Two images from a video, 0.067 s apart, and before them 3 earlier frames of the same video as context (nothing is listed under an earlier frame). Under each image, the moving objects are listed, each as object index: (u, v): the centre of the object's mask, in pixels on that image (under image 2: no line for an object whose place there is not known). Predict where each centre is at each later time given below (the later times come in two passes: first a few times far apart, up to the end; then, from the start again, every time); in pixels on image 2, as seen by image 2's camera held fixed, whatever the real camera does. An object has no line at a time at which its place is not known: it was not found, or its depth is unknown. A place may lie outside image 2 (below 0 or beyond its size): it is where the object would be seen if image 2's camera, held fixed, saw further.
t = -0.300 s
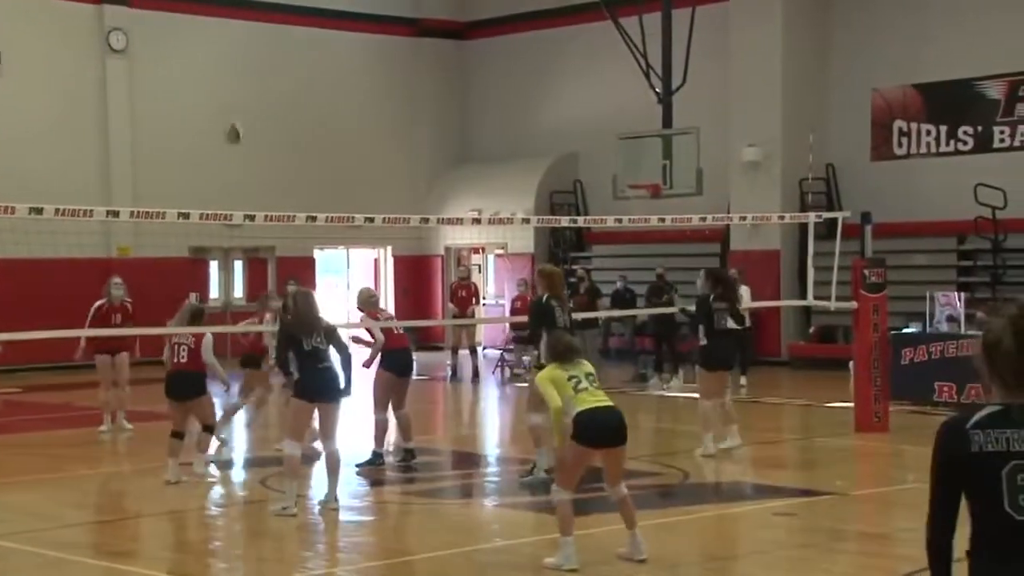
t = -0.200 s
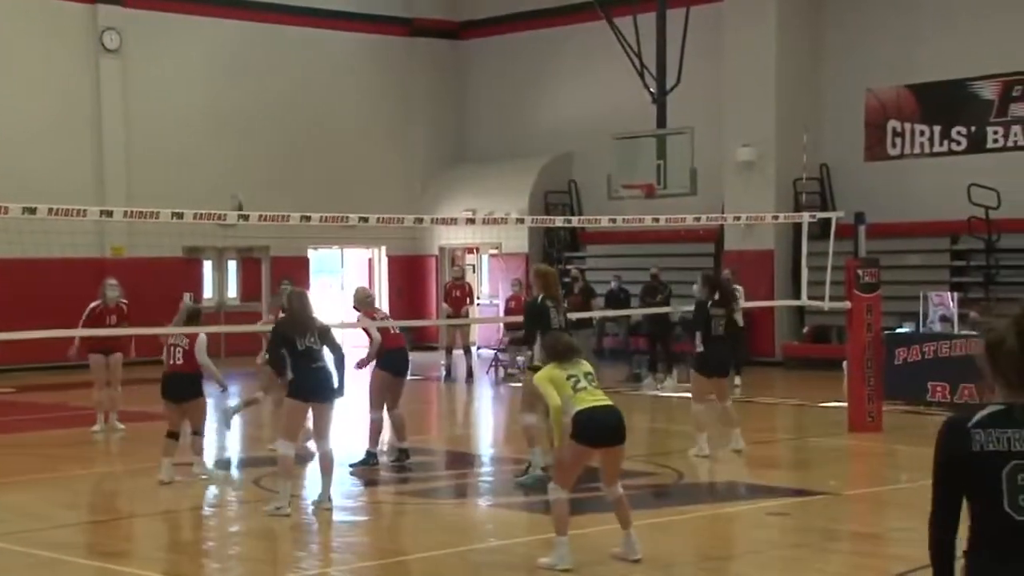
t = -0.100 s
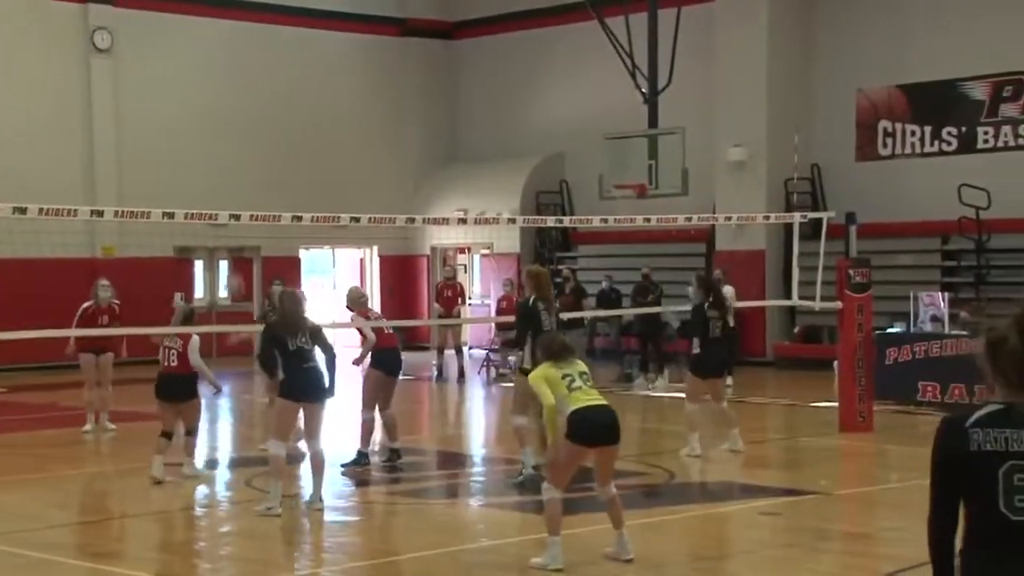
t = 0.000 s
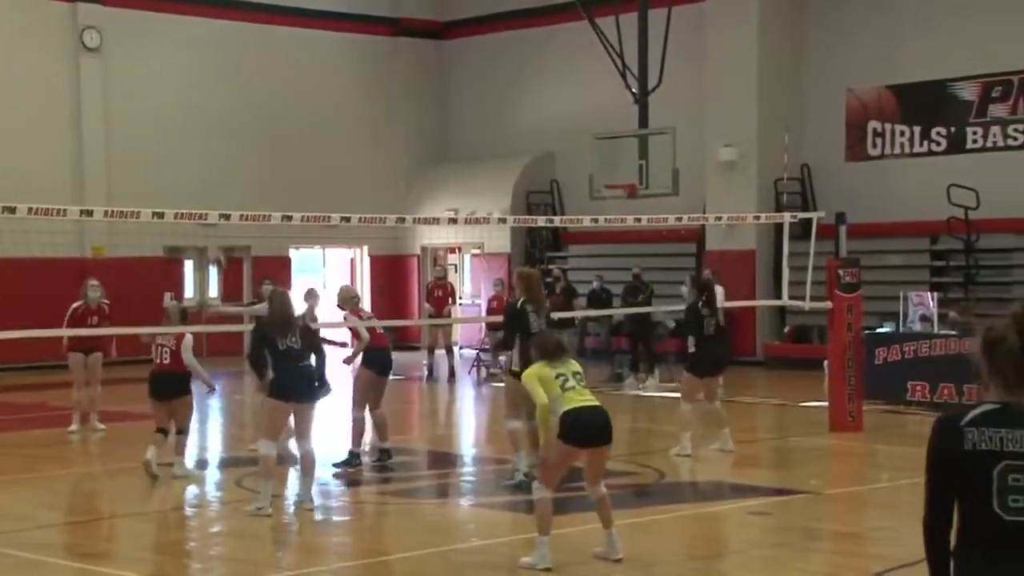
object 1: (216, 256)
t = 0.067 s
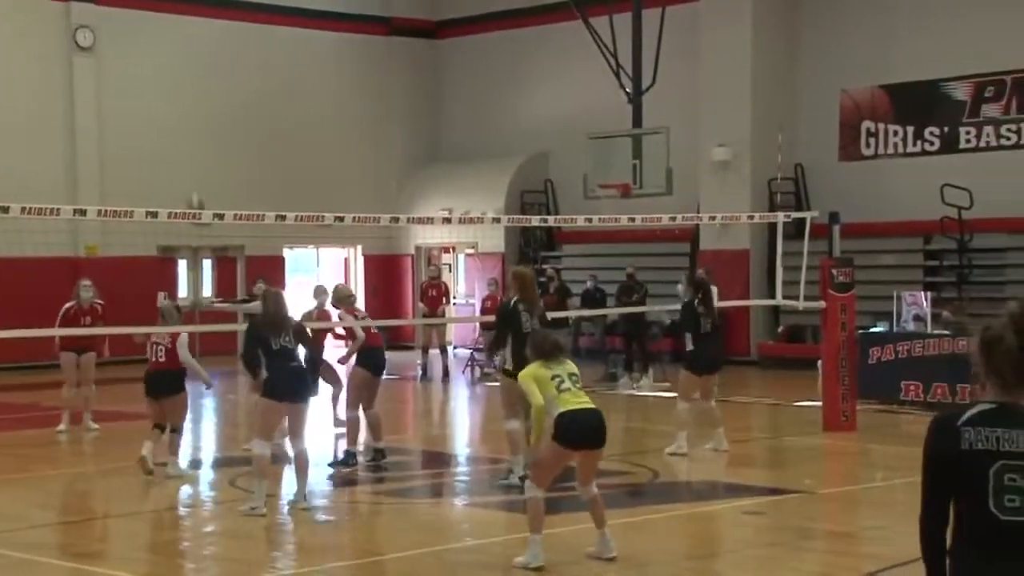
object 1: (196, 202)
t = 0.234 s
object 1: (168, 91)
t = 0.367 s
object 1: (145, 17)
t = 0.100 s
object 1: (191, 178)
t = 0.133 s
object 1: (184, 156)
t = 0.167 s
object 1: (179, 133)
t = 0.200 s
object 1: (174, 111)
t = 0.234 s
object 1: (168, 91)
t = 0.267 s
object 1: (162, 71)
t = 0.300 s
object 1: (157, 53)
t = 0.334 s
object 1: (151, 35)
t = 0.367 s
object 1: (145, 17)
